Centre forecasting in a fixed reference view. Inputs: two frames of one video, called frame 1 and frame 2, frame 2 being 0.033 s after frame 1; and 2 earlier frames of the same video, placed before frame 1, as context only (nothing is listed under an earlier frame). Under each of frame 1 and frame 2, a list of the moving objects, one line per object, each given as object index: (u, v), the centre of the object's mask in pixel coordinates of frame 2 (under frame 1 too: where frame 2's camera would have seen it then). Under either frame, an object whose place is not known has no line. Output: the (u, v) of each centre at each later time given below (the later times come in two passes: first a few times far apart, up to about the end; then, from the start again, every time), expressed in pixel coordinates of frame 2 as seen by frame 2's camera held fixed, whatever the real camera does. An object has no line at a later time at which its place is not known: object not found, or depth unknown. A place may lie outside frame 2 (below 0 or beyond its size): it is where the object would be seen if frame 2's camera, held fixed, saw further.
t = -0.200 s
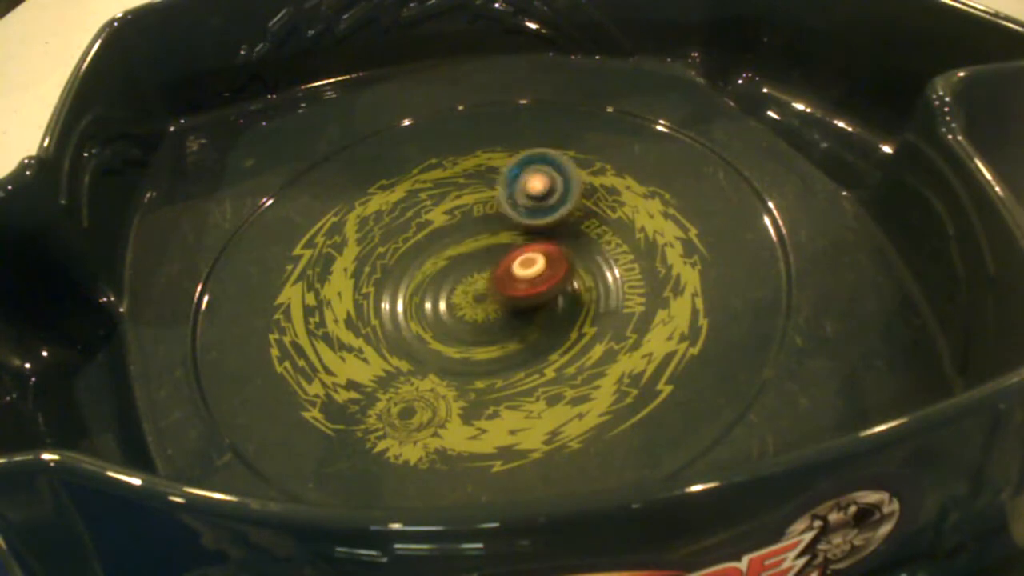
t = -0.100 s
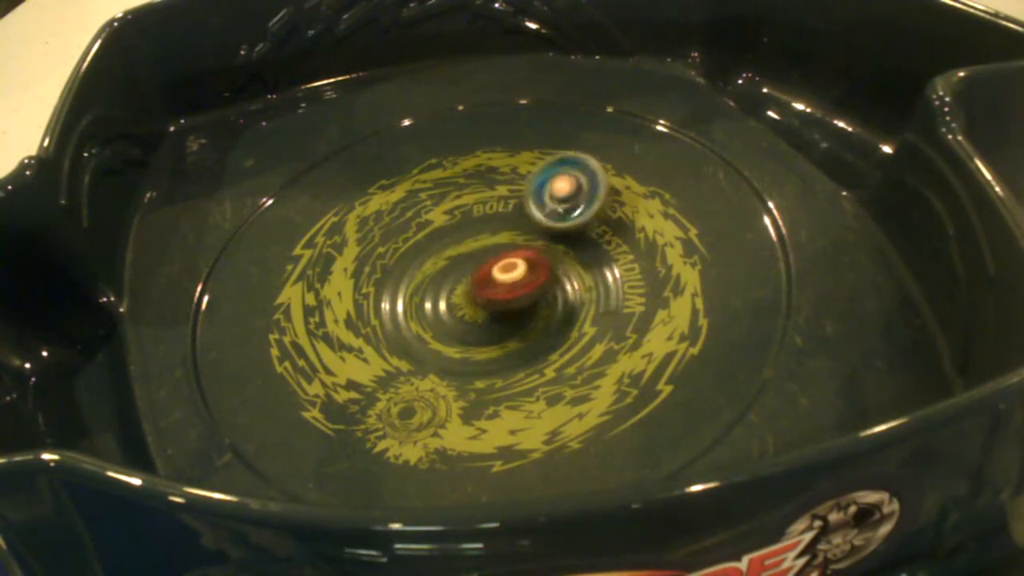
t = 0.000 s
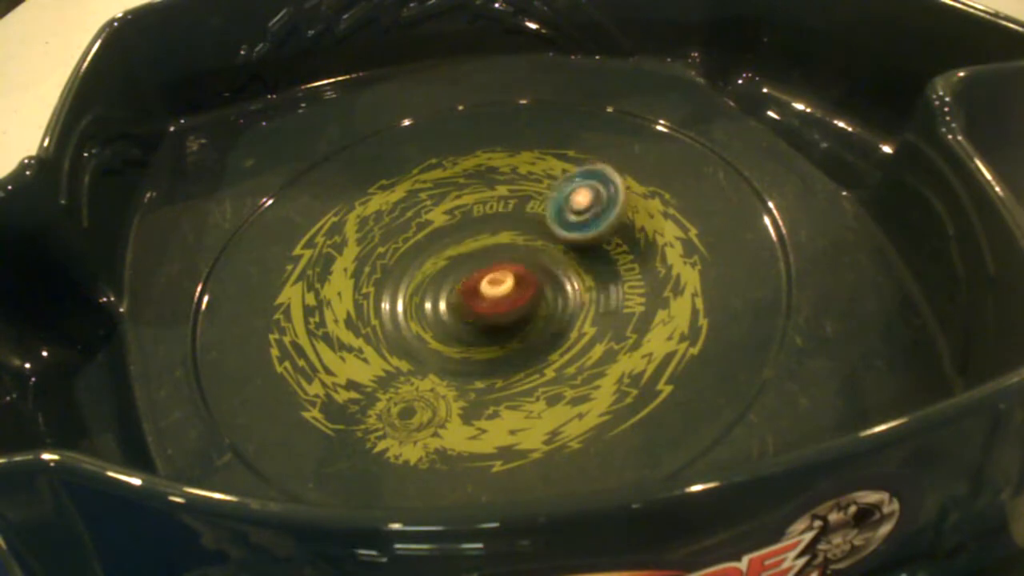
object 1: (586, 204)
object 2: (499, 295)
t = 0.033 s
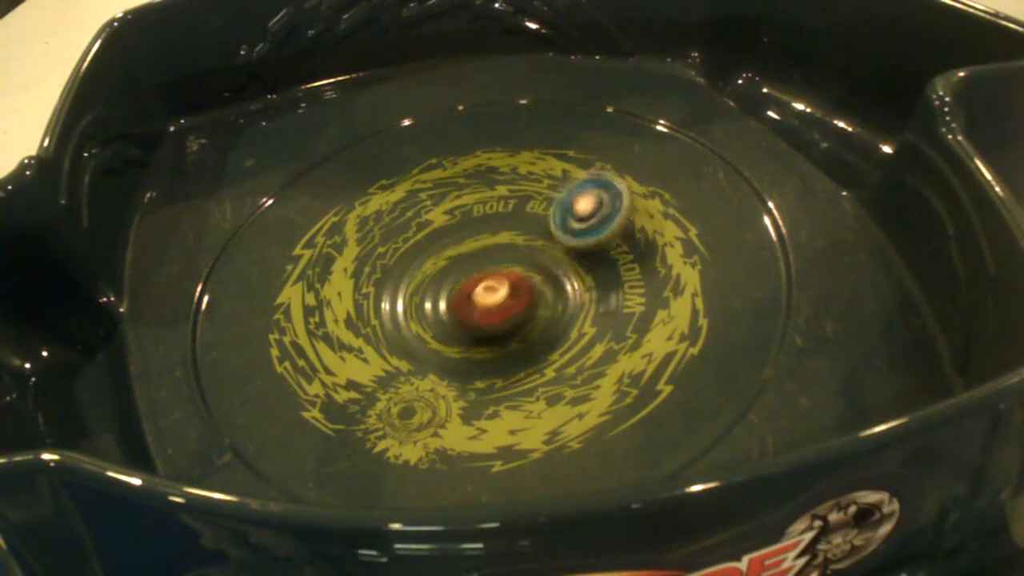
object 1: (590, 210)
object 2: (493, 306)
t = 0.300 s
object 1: (568, 275)
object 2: (460, 311)
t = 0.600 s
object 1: (497, 306)
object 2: (390, 284)
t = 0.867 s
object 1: (462, 286)
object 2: (364, 238)
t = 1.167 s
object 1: (494, 244)
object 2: (394, 199)
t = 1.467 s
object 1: (545, 252)
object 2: (460, 187)
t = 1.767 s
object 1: (549, 300)
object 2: (527, 233)
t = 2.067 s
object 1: (498, 333)
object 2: (563, 269)
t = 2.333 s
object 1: (460, 302)
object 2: (553, 289)
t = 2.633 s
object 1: (481, 266)
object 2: (534, 319)
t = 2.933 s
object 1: (492, 249)
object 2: (481, 378)
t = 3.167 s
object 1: (482, 239)
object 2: (454, 354)
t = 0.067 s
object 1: (594, 219)
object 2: (485, 313)
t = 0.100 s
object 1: (594, 225)
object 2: (480, 315)
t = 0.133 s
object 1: (593, 234)
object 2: (479, 314)
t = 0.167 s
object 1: (587, 244)
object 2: (476, 309)
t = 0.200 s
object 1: (583, 251)
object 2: (471, 309)
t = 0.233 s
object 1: (584, 258)
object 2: (465, 310)
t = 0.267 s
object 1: (575, 267)
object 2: (459, 312)
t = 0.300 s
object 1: (568, 275)
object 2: (460, 311)
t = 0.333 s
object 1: (555, 281)
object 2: (462, 308)
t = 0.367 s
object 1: (557, 285)
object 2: (443, 305)
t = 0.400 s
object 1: (556, 290)
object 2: (423, 302)
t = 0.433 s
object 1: (546, 294)
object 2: (412, 297)
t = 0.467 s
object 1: (539, 297)
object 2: (403, 293)
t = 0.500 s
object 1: (530, 301)
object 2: (391, 289)
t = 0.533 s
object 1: (518, 305)
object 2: (386, 285)
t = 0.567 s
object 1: (506, 306)
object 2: (385, 284)
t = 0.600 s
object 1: (497, 306)
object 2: (390, 284)
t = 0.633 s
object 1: (489, 303)
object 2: (397, 283)
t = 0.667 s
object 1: (485, 303)
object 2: (394, 277)
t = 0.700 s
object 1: (486, 304)
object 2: (383, 266)
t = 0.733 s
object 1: (478, 305)
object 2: (376, 258)
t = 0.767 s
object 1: (471, 304)
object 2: (372, 254)
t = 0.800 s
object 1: (464, 298)
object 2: (368, 248)
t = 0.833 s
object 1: (461, 291)
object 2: (366, 243)
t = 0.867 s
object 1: (462, 286)
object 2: (364, 238)
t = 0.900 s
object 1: (461, 281)
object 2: (365, 232)
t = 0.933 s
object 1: (461, 274)
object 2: (366, 226)
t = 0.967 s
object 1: (464, 267)
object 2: (368, 221)
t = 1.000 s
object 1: (468, 262)
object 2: (370, 216)
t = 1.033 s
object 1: (471, 258)
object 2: (373, 213)
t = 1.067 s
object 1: (476, 254)
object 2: (377, 208)
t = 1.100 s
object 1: (481, 250)
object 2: (383, 205)
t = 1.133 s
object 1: (488, 247)
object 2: (389, 202)
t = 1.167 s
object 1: (494, 244)
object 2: (394, 199)
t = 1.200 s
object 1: (501, 241)
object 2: (400, 194)
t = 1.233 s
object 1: (510, 239)
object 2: (407, 193)
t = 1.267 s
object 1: (521, 239)
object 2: (414, 191)
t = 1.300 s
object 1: (529, 238)
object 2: (421, 188)
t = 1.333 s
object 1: (530, 240)
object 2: (429, 186)
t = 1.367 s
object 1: (532, 242)
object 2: (436, 185)
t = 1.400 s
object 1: (536, 244)
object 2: (444, 185)
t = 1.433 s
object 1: (542, 247)
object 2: (452, 185)
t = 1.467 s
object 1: (545, 252)
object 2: (460, 187)
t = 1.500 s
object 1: (549, 256)
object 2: (468, 188)
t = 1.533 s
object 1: (552, 260)
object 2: (475, 190)
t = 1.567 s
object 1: (554, 265)
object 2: (483, 193)
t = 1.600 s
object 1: (556, 271)
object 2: (491, 198)
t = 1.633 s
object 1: (557, 278)
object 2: (498, 205)
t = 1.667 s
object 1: (556, 284)
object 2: (504, 212)
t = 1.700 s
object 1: (555, 289)
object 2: (514, 218)
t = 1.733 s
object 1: (553, 294)
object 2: (523, 225)
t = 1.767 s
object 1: (549, 300)
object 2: (527, 233)
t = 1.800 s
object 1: (546, 305)
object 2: (533, 239)
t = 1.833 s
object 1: (541, 313)
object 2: (533, 246)
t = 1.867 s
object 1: (536, 320)
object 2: (532, 247)
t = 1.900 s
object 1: (528, 323)
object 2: (531, 248)
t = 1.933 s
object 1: (522, 322)
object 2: (536, 251)
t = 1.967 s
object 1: (519, 324)
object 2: (550, 258)
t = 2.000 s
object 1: (515, 327)
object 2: (560, 264)
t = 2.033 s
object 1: (505, 332)
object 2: (563, 266)
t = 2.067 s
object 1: (498, 333)
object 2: (563, 269)
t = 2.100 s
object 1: (489, 333)
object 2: (562, 272)
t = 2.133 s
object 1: (482, 328)
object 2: (557, 274)
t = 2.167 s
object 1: (477, 325)
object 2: (551, 277)
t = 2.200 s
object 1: (469, 322)
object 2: (553, 279)
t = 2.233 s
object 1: (465, 317)
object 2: (554, 283)
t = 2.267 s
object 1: (465, 312)
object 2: (555, 287)
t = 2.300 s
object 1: (460, 305)
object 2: (557, 288)
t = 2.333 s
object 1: (460, 302)
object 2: (553, 289)
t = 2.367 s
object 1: (460, 301)
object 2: (549, 291)
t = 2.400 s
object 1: (457, 298)
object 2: (545, 299)
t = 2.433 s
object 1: (457, 293)
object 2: (544, 310)
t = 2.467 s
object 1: (462, 287)
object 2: (541, 317)
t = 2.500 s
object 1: (467, 280)
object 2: (539, 320)
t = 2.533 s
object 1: (472, 274)
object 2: (537, 319)
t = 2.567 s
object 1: (478, 271)
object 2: (536, 318)
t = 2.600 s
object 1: (480, 268)
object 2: (536, 319)
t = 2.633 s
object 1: (481, 266)
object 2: (534, 319)
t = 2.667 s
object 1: (482, 257)
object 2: (530, 327)
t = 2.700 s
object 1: (479, 247)
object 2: (528, 344)
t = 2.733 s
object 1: (481, 239)
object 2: (522, 358)
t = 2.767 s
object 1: (486, 235)
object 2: (513, 368)
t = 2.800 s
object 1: (497, 235)
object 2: (502, 375)
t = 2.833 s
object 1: (500, 239)
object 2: (495, 378)
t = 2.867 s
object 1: (501, 243)
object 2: (490, 379)
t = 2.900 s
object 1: (499, 247)
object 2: (486, 379)
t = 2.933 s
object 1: (492, 249)
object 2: (481, 378)
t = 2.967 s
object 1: (486, 248)
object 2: (477, 377)
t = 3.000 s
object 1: (483, 244)
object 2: (471, 375)
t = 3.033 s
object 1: (483, 242)
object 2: (467, 373)
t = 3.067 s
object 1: (484, 241)
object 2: (462, 369)
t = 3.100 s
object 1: (485, 240)
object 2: (458, 366)
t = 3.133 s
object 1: (485, 238)
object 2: (456, 362)
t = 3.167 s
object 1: (482, 239)
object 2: (454, 354)
